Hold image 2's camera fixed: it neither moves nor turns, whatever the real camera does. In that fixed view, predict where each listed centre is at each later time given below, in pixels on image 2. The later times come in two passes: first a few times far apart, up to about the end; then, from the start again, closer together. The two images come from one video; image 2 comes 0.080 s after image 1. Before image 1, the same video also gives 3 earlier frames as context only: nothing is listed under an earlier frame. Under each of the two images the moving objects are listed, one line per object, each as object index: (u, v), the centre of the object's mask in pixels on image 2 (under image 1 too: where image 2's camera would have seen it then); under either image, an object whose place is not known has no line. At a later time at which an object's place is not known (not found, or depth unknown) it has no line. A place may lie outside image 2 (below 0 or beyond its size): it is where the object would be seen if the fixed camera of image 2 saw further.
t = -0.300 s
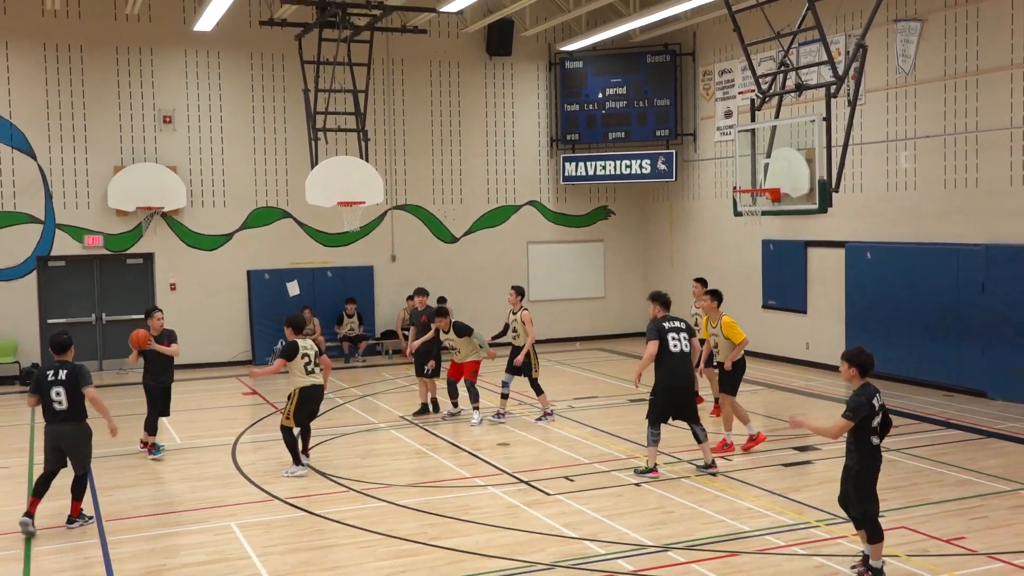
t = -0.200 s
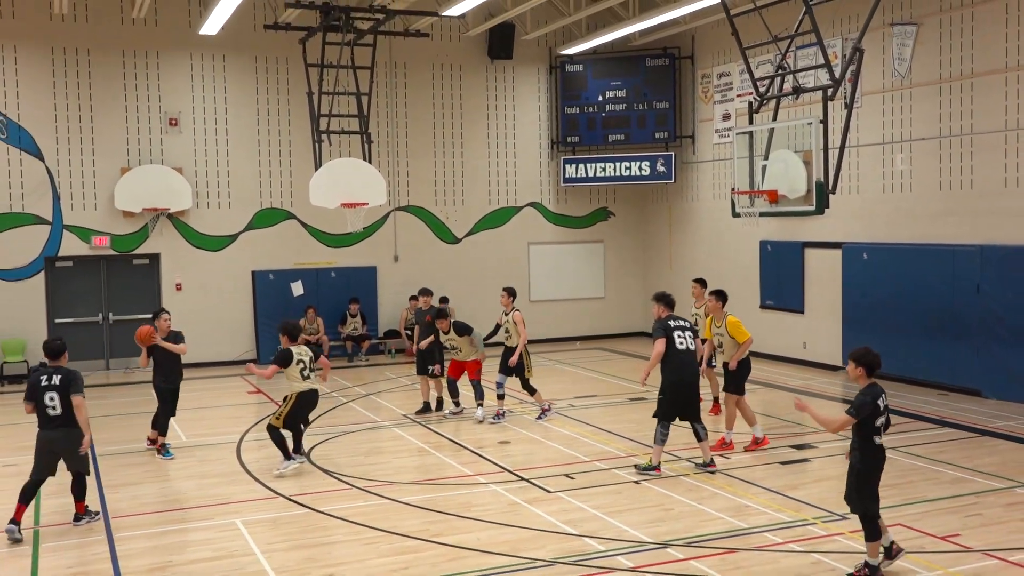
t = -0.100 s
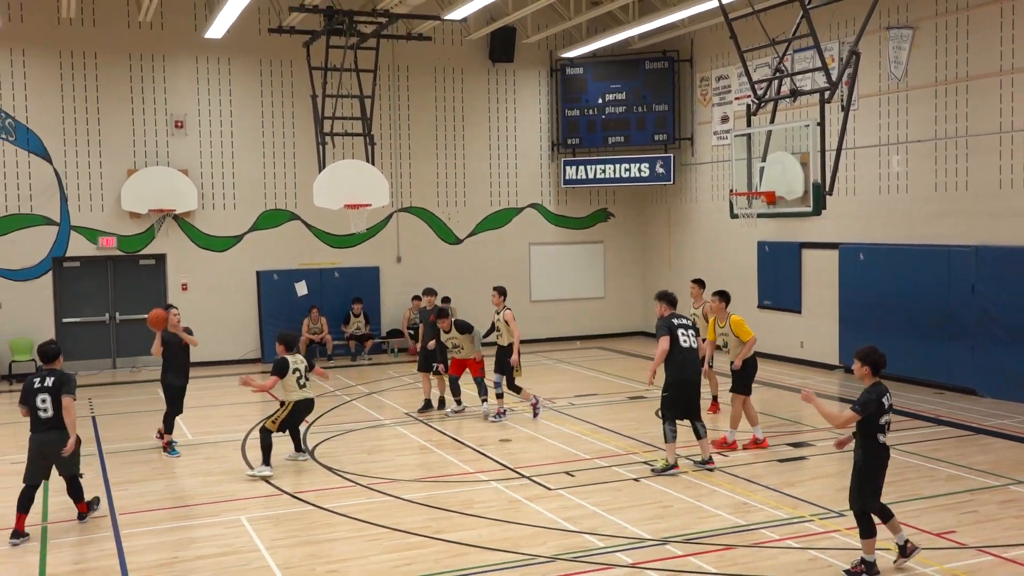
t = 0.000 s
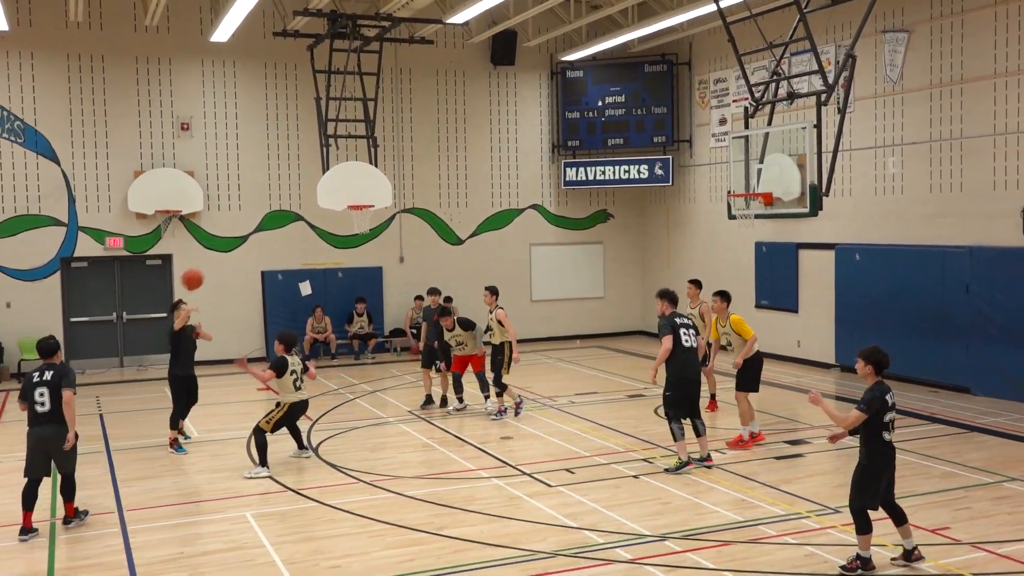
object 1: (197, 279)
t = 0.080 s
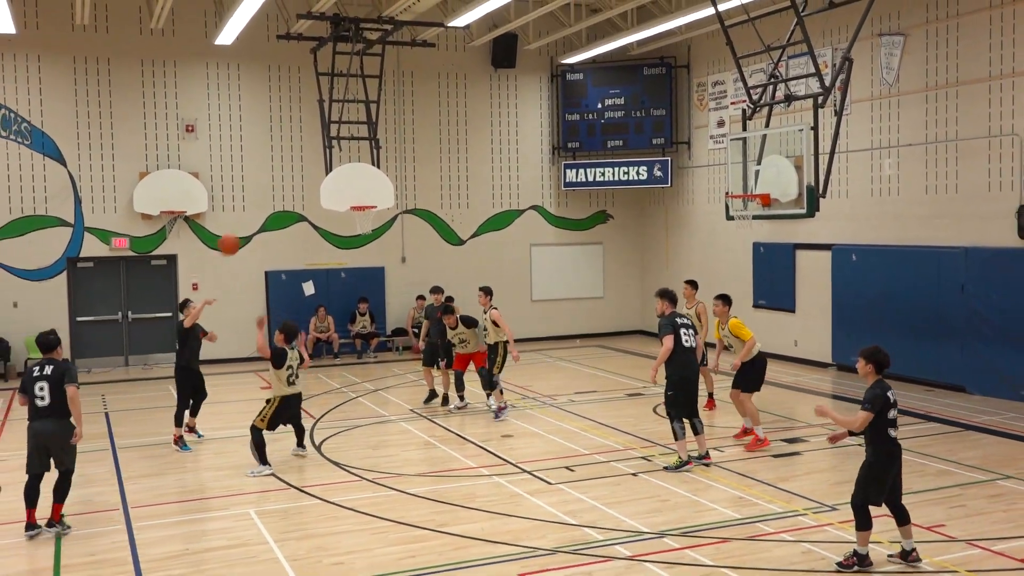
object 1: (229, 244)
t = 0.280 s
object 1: (317, 174)
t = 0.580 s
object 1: (474, 120)
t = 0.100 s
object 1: (237, 237)
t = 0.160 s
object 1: (263, 214)
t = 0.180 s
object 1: (271, 206)
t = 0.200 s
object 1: (280, 199)
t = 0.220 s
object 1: (289, 193)
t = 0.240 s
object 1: (298, 186)
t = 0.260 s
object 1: (308, 180)
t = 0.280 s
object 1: (317, 174)
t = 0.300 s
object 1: (326, 168)
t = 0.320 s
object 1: (336, 162)
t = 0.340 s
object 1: (346, 158)
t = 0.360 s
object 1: (355, 153)
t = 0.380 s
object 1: (366, 148)
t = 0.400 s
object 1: (376, 144)
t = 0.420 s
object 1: (386, 140)
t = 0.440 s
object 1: (397, 136)
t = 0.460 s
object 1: (407, 133)
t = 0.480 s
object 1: (418, 130)
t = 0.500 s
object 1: (429, 127)
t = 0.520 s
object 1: (440, 125)
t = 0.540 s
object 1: (451, 123)
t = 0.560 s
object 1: (463, 121)
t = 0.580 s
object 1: (474, 120)
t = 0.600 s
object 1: (486, 119)
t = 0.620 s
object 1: (497, 119)
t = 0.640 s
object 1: (510, 119)
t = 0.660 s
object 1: (521, 120)
